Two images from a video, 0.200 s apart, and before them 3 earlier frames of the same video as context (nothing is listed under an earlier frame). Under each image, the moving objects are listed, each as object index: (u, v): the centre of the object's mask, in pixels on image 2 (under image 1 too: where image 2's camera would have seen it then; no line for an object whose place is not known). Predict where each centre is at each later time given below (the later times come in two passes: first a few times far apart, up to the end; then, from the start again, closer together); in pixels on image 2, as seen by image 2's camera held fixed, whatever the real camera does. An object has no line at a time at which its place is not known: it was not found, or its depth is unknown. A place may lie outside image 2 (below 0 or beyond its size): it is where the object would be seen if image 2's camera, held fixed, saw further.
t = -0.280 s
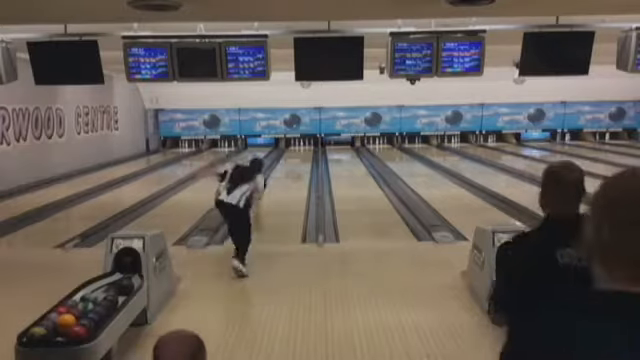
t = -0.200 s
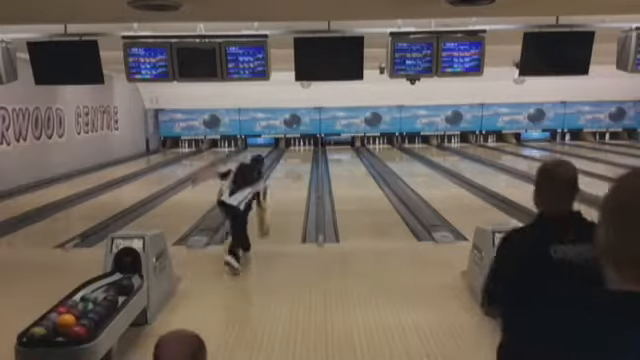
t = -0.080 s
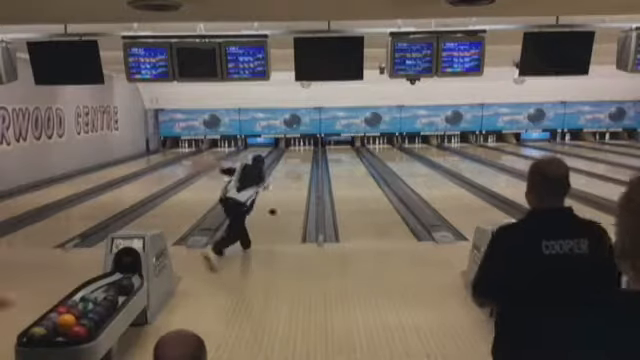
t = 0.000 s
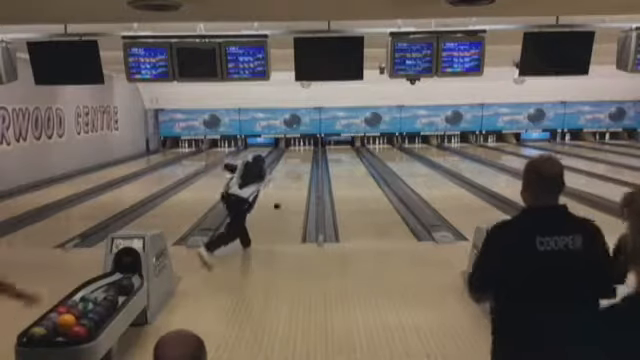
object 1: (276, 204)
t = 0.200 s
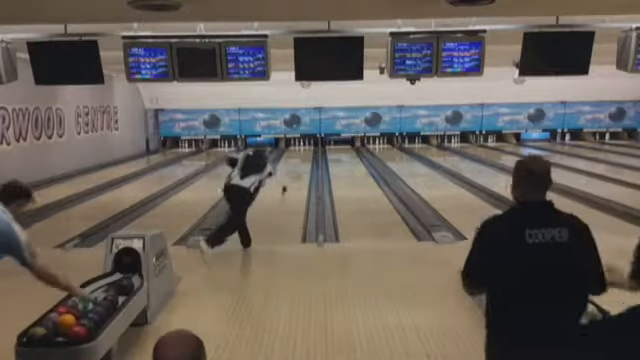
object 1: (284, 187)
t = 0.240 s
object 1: (285, 185)
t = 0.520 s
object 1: (291, 168)
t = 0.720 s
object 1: (294, 162)
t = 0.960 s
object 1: (297, 153)
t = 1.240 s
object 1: (299, 148)
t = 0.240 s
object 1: (285, 185)
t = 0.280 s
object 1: (286, 182)
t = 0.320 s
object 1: (287, 179)
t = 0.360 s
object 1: (288, 177)
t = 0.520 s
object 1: (291, 168)
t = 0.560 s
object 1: (291, 168)
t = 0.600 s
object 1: (292, 164)
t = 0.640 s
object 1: (292, 164)
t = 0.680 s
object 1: (294, 162)
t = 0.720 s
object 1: (294, 162)
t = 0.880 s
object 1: (297, 153)
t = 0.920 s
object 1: (297, 153)
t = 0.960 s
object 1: (297, 153)
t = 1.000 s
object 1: (297, 153)
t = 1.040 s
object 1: (297, 153)
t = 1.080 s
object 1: (297, 153)
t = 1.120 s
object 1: (297, 153)
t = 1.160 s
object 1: (299, 148)
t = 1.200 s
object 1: (299, 148)
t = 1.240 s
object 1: (299, 148)
